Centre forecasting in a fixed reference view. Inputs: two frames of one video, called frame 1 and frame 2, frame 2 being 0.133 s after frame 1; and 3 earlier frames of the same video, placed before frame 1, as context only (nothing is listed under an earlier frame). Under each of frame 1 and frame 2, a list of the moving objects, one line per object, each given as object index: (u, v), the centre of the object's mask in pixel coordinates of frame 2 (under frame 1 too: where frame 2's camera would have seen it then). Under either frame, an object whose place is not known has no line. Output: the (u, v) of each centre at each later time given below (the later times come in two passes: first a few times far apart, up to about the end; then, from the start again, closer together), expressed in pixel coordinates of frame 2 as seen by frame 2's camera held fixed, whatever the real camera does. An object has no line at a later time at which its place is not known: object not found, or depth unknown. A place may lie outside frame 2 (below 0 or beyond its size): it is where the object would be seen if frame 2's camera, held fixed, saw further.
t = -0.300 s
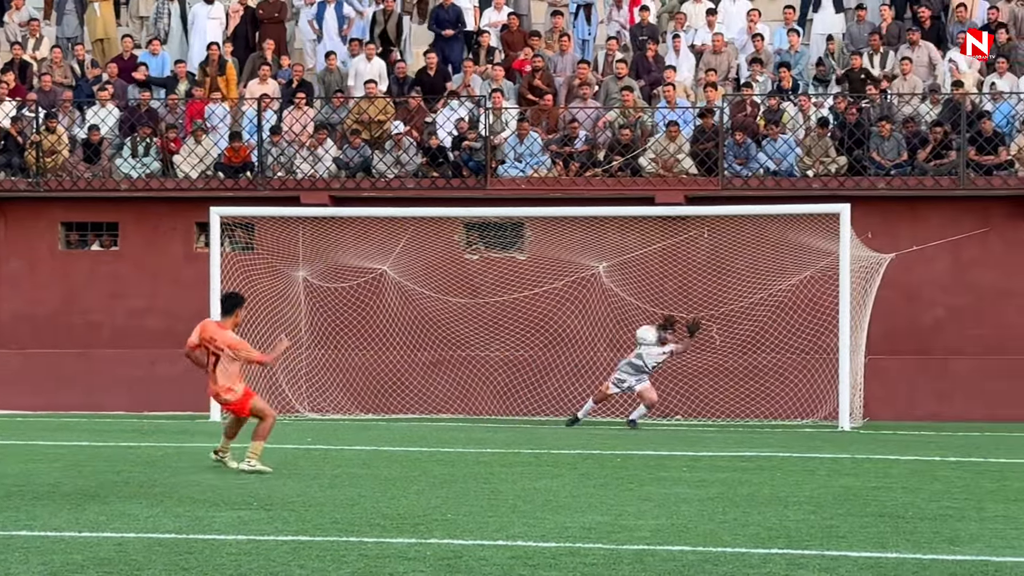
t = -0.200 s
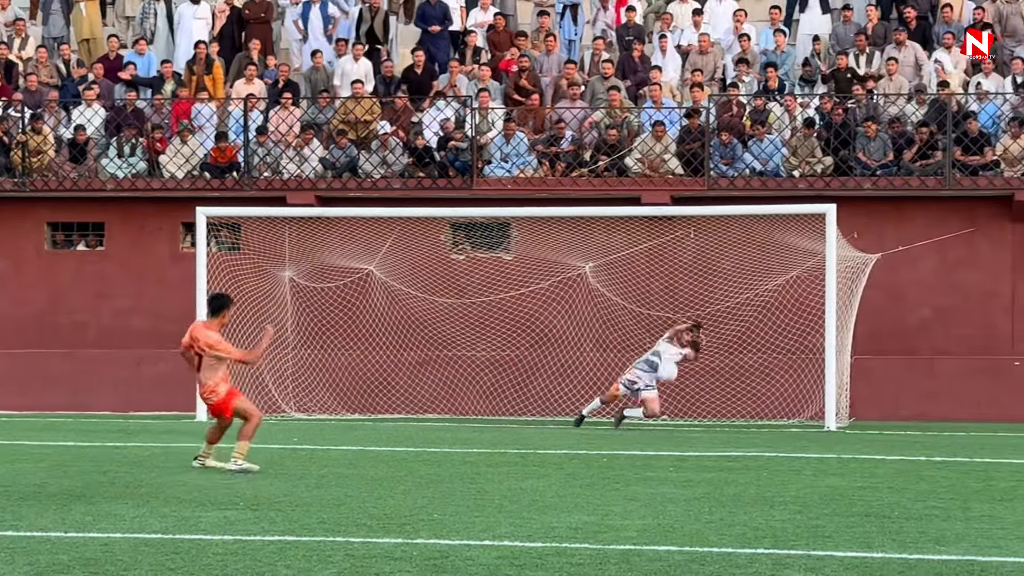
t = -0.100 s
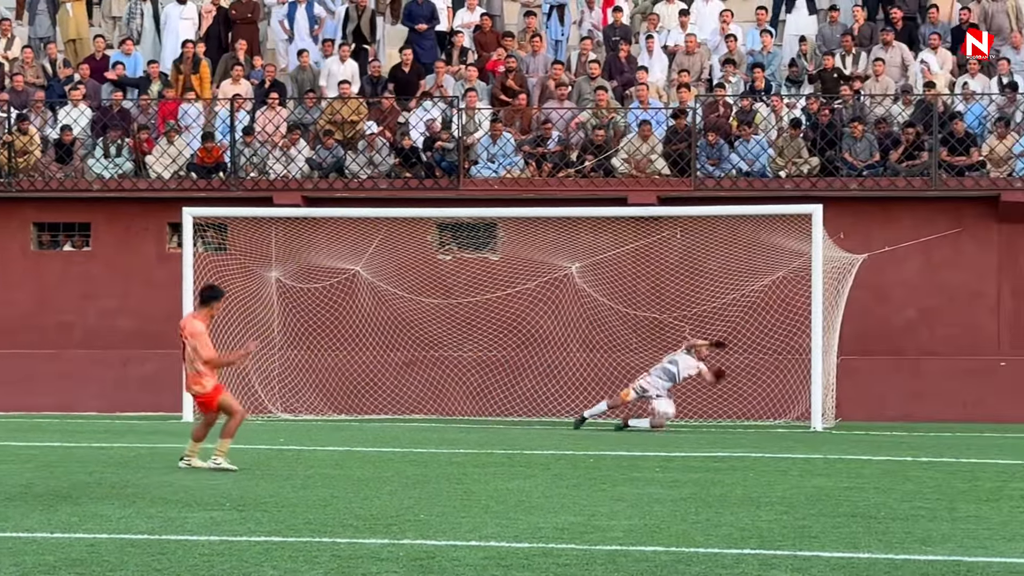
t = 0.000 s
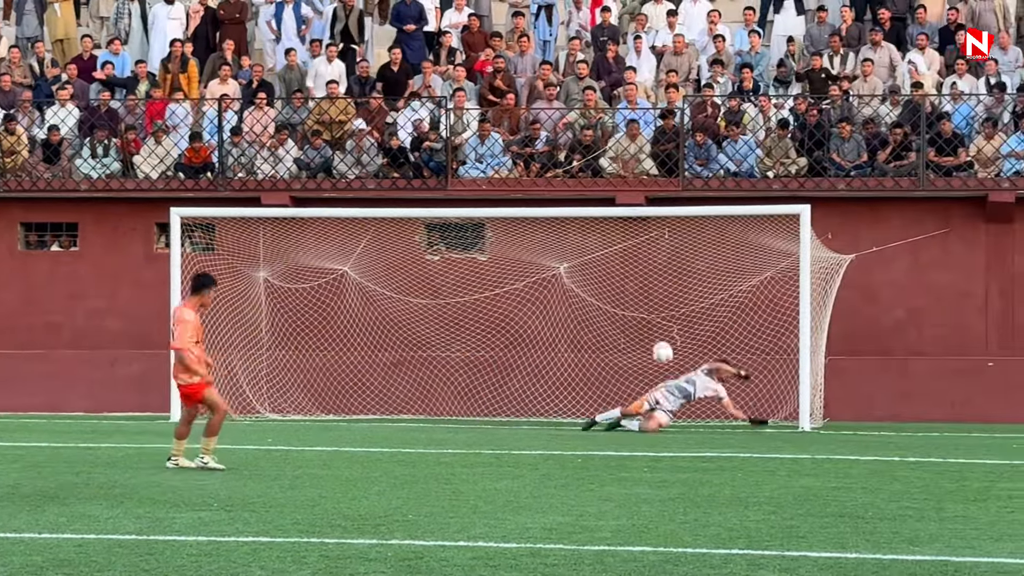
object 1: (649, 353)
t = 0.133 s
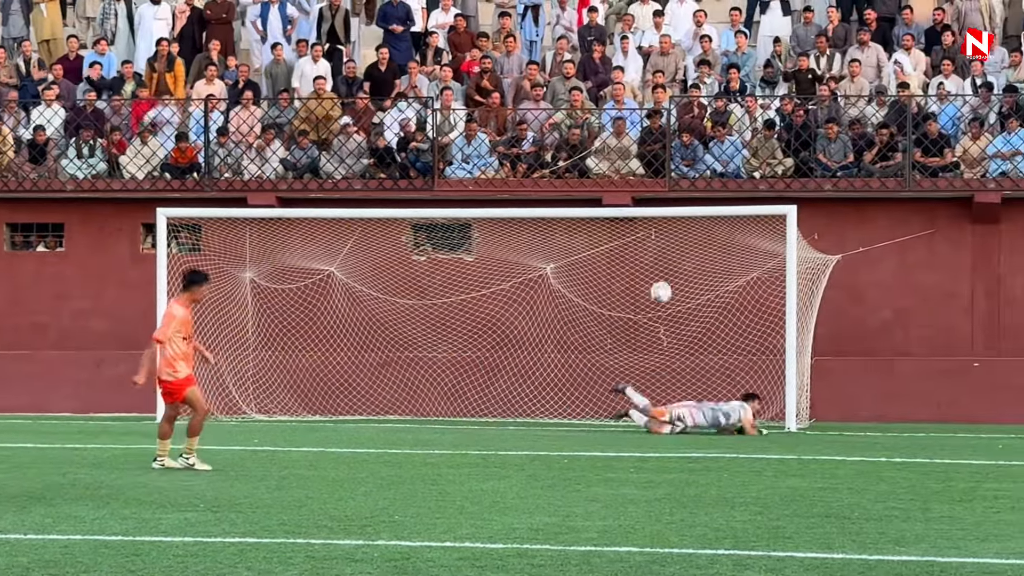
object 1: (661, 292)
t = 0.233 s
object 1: (670, 257)
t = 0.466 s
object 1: (691, 208)
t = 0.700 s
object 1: (714, 209)
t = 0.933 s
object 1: (735, 264)
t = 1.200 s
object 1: (760, 397)
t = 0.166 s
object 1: (664, 279)
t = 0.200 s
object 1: (667, 267)
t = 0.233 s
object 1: (670, 257)
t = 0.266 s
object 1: (673, 246)
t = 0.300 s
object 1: (676, 237)
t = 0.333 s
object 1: (680, 229)
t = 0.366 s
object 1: (683, 223)
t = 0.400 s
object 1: (685, 220)
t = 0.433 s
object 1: (689, 211)
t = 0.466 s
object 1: (691, 208)
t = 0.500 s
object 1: (695, 205)
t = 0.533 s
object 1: (698, 203)
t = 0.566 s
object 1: (701, 203)
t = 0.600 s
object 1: (704, 203)
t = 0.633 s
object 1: (707, 205)
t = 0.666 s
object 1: (710, 206)
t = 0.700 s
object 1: (714, 209)
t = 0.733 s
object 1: (717, 214)
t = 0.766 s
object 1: (720, 220)
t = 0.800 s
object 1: (723, 226)
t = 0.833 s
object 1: (726, 233)
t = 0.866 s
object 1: (729, 243)
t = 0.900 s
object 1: (732, 253)
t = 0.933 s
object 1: (735, 264)
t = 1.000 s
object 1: (741, 290)
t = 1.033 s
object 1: (744, 305)
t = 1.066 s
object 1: (748, 321)
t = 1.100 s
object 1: (750, 338)
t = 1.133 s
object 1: (753, 357)
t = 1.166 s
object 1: (756, 376)
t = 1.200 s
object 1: (760, 397)
